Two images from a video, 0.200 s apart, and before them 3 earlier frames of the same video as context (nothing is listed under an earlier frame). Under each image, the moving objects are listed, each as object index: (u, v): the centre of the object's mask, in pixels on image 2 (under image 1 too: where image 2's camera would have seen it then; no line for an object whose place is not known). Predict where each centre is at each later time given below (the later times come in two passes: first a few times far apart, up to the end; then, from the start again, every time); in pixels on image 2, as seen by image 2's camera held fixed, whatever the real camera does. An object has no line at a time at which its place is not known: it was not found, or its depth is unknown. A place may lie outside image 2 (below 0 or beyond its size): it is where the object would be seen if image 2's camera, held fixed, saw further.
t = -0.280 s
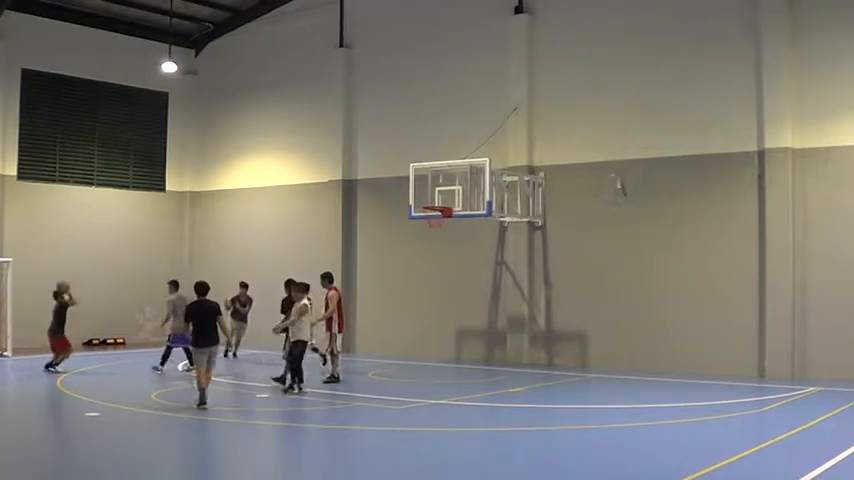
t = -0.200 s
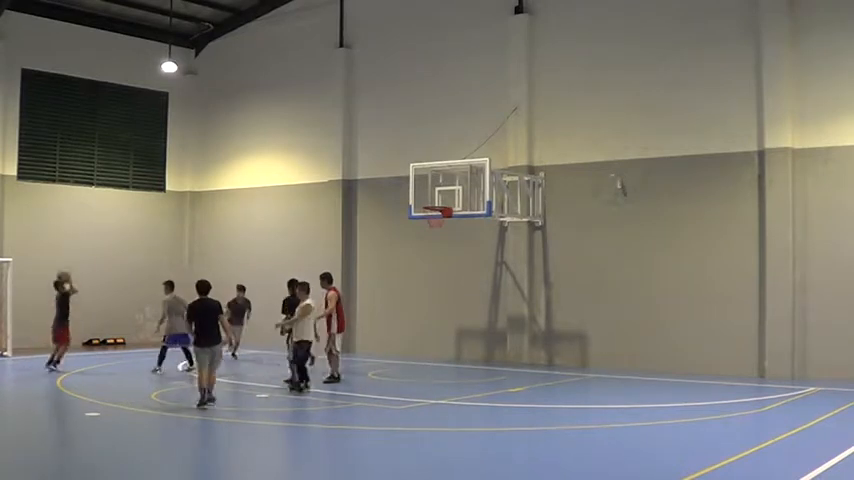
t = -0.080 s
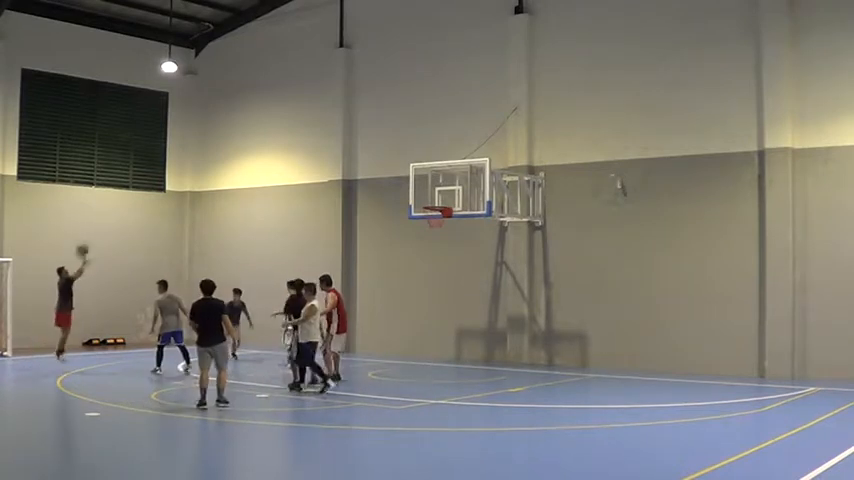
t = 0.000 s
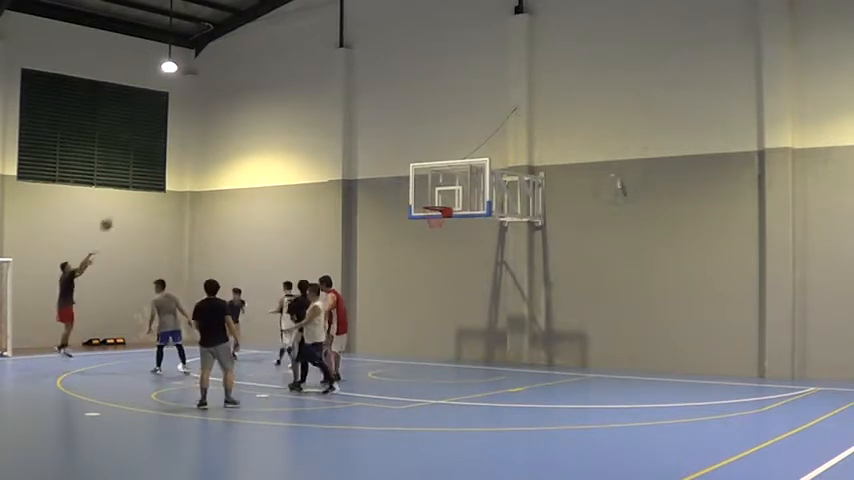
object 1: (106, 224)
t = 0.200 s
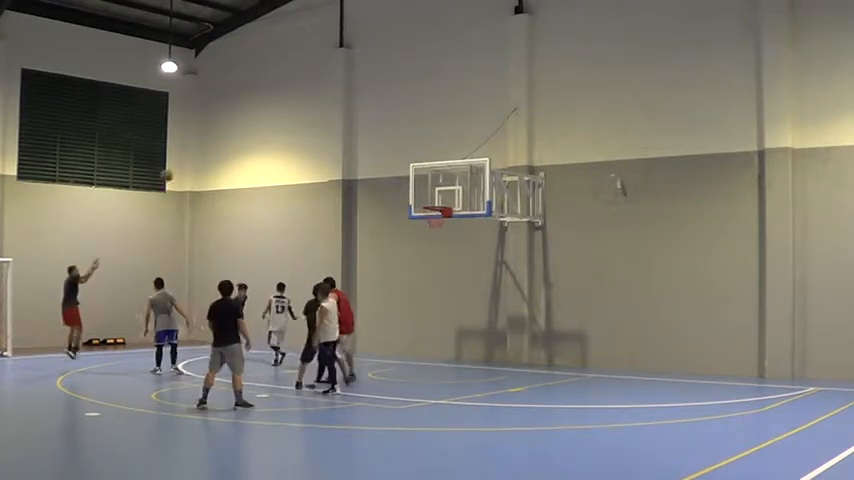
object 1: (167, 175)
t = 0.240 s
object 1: (178, 168)
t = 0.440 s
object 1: (237, 145)
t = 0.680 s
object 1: (308, 144)
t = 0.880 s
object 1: (364, 165)
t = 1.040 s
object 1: (408, 198)
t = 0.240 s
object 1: (178, 168)
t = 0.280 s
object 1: (190, 162)
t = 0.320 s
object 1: (202, 156)
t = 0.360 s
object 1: (214, 152)
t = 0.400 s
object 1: (225, 147)
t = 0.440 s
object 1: (237, 145)
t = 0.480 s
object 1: (249, 142)
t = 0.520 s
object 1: (260, 141)
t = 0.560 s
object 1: (272, 140)
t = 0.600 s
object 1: (284, 140)
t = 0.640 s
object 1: (295, 142)
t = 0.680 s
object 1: (308, 144)
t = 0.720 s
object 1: (318, 146)
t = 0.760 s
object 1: (330, 150)
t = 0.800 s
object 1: (341, 153)
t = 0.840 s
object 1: (352, 159)
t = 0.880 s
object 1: (364, 165)
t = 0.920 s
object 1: (375, 172)
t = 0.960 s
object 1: (387, 181)
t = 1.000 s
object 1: (396, 186)
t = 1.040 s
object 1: (408, 198)
